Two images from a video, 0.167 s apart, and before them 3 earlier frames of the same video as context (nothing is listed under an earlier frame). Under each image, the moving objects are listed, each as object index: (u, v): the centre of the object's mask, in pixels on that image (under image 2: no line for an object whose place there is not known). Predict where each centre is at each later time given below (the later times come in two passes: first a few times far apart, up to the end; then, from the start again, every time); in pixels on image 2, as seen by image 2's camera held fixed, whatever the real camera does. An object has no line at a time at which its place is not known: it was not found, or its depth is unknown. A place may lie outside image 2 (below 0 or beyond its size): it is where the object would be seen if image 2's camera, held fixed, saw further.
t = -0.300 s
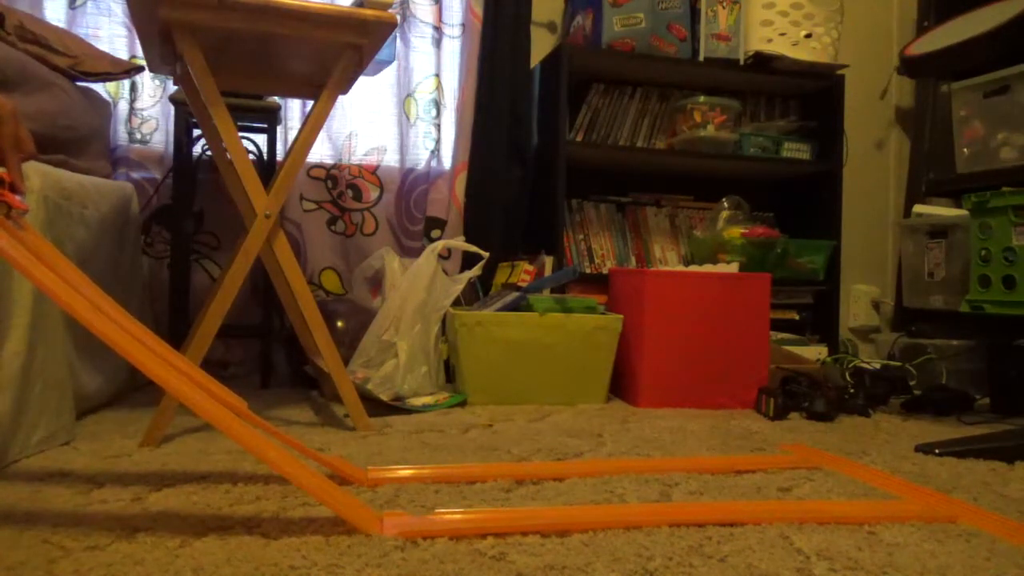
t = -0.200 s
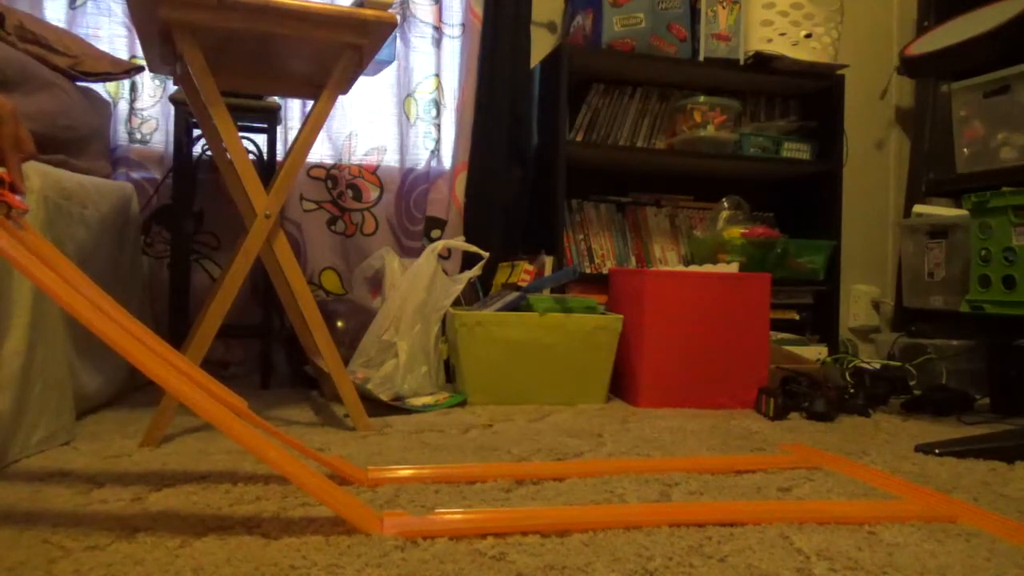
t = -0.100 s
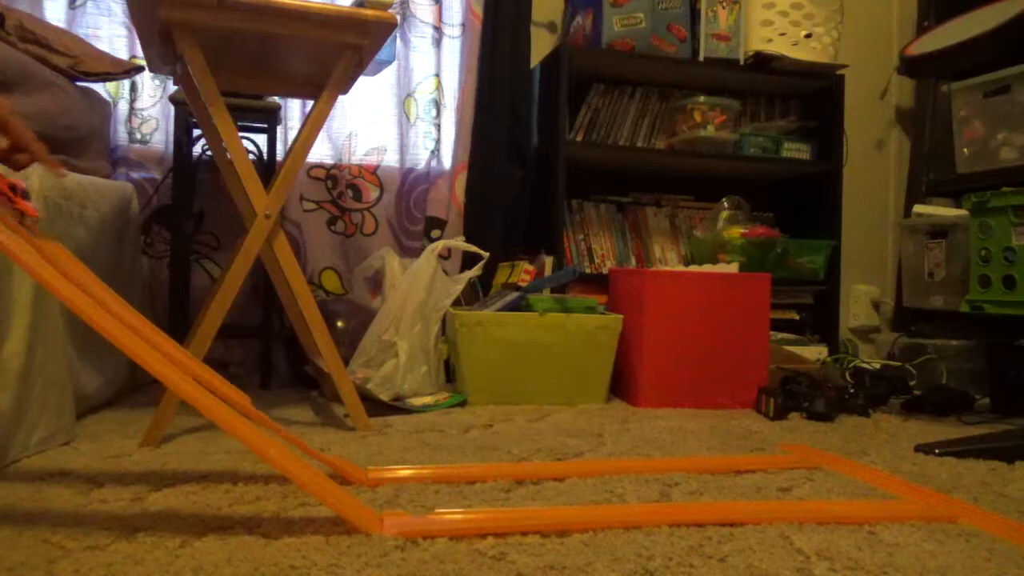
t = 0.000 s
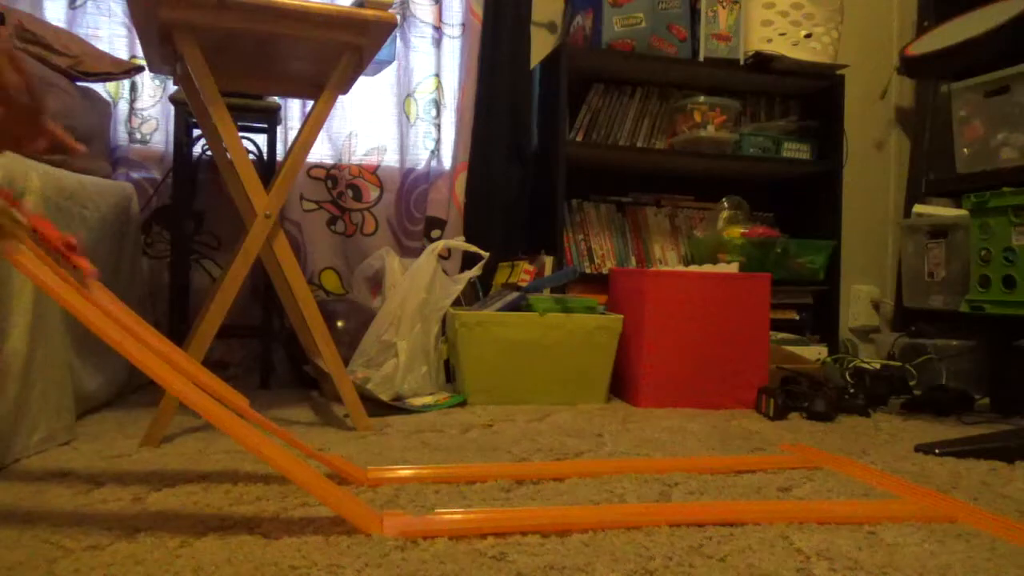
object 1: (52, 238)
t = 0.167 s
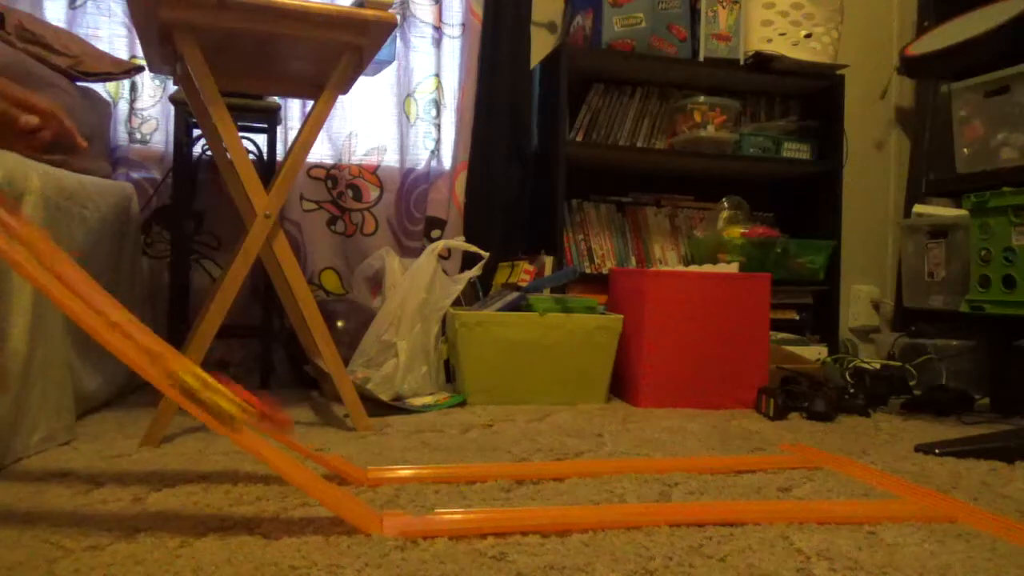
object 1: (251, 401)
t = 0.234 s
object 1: (356, 460)
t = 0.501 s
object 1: (643, 434)
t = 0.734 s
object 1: (682, 441)
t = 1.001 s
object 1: (659, 437)
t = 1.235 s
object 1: (656, 435)
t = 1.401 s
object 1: (655, 435)
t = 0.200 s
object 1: (315, 440)
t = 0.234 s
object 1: (356, 460)
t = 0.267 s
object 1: (411, 464)
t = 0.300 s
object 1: (466, 455)
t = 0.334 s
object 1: (506, 455)
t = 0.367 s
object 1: (539, 455)
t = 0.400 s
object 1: (583, 447)
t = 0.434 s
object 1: (614, 445)
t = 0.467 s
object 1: (637, 446)
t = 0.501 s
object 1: (643, 434)
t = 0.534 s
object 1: (659, 428)
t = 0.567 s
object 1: (666, 426)
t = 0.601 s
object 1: (670, 429)
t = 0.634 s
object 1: (675, 429)
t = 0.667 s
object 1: (678, 441)
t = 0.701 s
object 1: (682, 443)
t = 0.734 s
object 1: (682, 441)
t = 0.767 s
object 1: (688, 439)
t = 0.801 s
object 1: (685, 439)
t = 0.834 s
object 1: (683, 439)
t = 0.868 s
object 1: (681, 438)
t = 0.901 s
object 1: (678, 438)
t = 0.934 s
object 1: (667, 437)
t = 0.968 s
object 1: (659, 440)
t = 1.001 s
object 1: (659, 437)
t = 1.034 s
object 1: (661, 436)
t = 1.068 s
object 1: (658, 436)
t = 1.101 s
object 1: (656, 435)
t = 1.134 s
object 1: (655, 435)
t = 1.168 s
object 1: (653, 435)
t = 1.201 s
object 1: (654, 435)
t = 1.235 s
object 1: (656, 435)
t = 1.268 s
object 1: (655, 435)
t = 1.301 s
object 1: (655, 435)
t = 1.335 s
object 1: (655, 435)
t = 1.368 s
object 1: (655, 435)
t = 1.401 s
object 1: (655, 435)
